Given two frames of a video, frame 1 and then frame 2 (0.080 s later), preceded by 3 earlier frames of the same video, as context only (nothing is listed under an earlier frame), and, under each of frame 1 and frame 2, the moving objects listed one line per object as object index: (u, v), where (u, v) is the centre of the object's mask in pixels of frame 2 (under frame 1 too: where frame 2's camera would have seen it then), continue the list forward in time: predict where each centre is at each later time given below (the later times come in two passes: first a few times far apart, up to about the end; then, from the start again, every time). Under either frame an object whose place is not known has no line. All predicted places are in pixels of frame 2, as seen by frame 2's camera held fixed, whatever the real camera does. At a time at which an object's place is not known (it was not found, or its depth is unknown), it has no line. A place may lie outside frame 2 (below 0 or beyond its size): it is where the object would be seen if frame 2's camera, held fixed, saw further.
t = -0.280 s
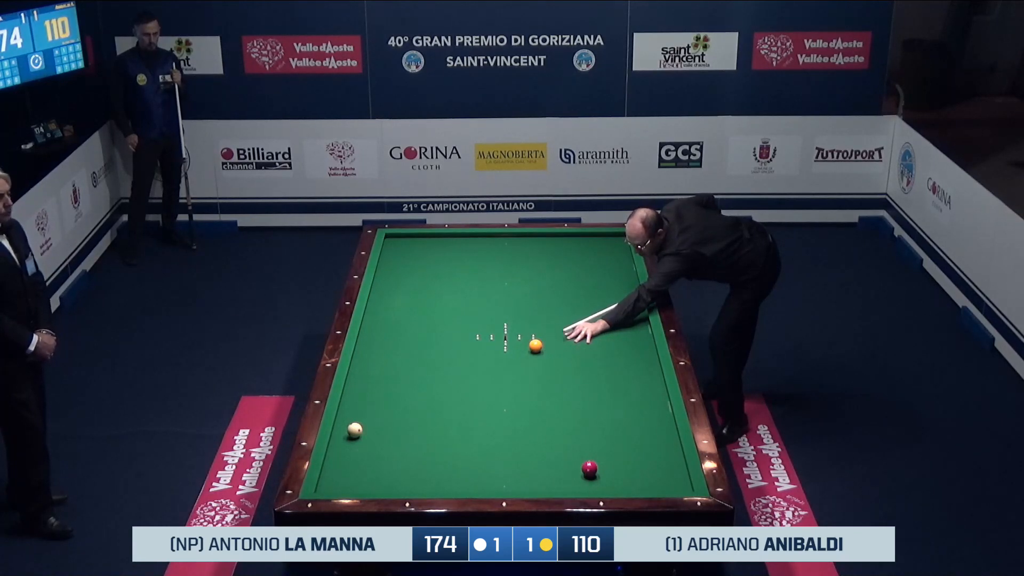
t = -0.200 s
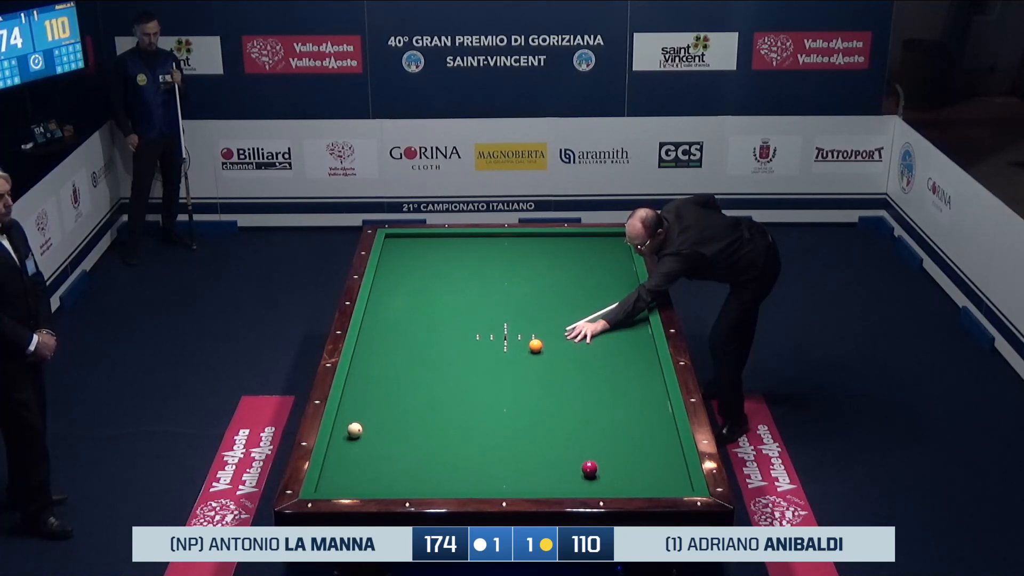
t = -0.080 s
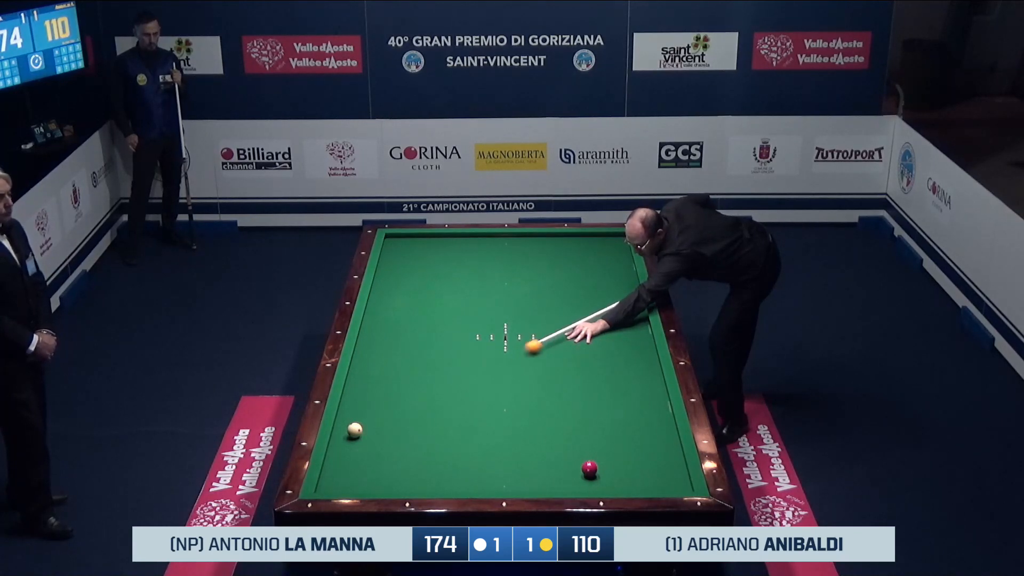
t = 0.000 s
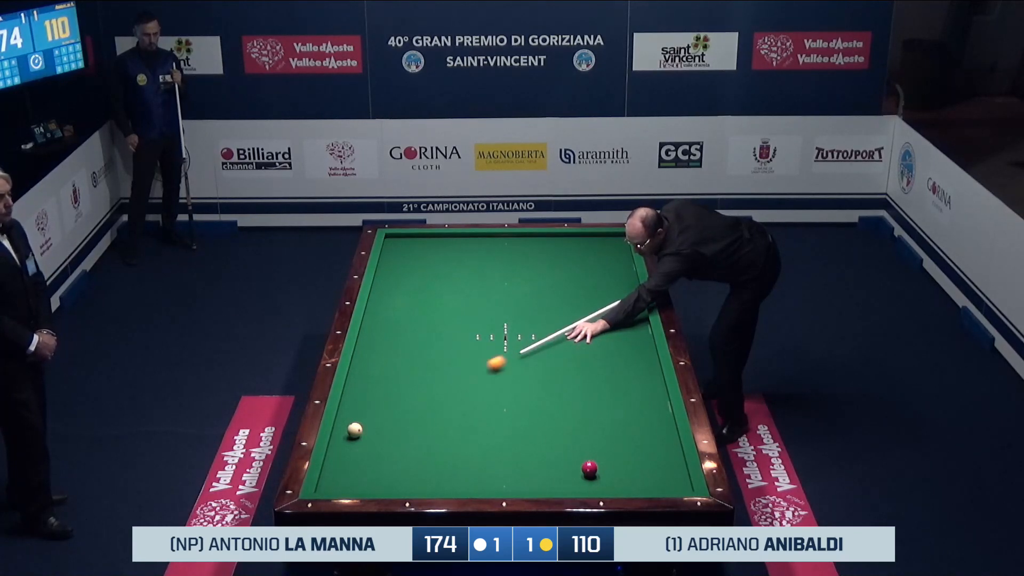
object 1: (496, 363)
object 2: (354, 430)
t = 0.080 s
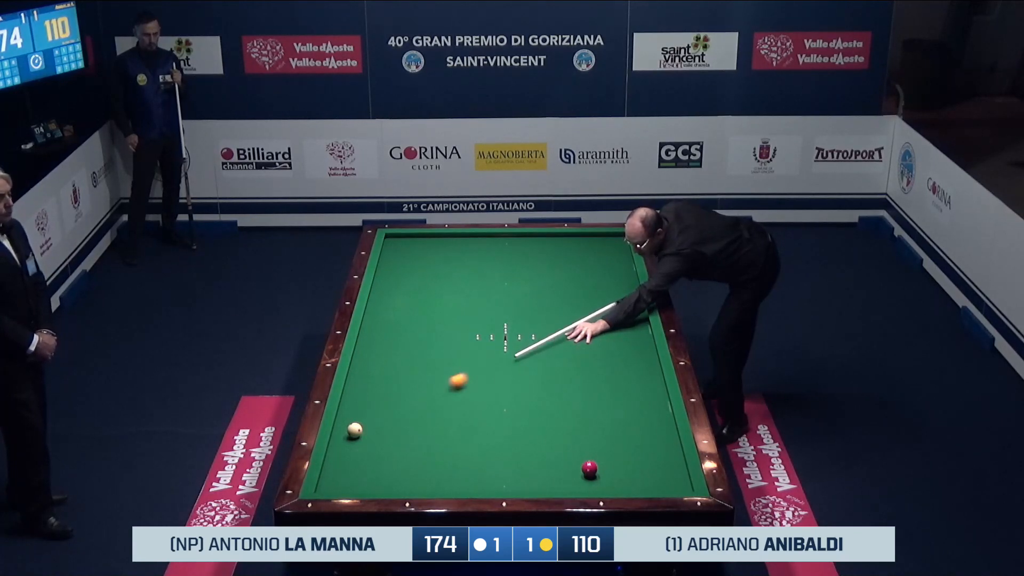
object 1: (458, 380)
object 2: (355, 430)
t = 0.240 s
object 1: (381, 416)
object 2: (354, 430)
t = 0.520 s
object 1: (345, 423)
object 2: (381, 476)
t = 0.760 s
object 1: (360, 427)
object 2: (436, 475)
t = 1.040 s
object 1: (371, 434)
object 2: (496, 453)
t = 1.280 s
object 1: (381, 439)
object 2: (544, 435)
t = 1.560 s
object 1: (391, 445)
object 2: (596, 415)
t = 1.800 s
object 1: (400, 451)
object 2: (637, 400)
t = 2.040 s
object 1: (409, 456)
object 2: (647, 384)
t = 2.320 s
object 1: (418, 462)
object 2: (615, 367)
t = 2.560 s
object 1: (427, 466)
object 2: (590, 354)
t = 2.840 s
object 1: (436, 472)
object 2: (562, 339)
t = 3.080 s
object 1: (443, 476)
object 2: (540, 327)
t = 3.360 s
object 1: (451, 480)
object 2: (515, 314)
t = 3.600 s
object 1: (458, 484)
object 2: (496, 303)
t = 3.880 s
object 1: (466, 486)
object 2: (474, 292)
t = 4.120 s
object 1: (471, 486)
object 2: (457, 282)
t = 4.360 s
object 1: (474, 485)
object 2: (441, 273)
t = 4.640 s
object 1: (479, 484)
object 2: (423, 263)
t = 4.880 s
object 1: (482, 484)
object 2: (408, 256)
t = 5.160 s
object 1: (485, 483)
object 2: (392, 247)
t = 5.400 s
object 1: (487, 482)
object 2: (393, 241)
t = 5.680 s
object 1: (488, 482)
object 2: (403, 236)
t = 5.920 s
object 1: (489, 482)
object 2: (406, 238)
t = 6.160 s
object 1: (489, 481)
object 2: (410, 241)
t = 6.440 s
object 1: (490, 481)
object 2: (414, 244)
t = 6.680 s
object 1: (490, 481)
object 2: (417, 246)
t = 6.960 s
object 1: (490, 481)
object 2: (420, 249)
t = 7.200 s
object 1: (490, 481)
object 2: (423, 251)
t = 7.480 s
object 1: (490, 481)
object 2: (426, 253)
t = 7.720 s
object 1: (490, 481)
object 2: (429, 255)
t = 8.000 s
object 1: (490, 481)
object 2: (431, 257)
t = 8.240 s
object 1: (490, 481)
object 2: (433, 258)
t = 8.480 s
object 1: (490, 481)
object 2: (435, 259)
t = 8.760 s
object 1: (490, 481)
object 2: (437, 261)
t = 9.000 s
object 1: (490, 481)
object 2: (438, 262)
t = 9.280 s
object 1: (490, 481)
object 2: (439, 263)
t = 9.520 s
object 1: (490, 481)
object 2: (440, 264)
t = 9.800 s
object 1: (490, 481)
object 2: (441, 264)
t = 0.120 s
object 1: (439, 389)
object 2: (355, 430)
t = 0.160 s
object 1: (420, 398)
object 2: (355, 430)
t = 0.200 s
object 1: (400, 407)
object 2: (354, 430)
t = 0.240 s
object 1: (381, 416)
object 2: (354, 430)
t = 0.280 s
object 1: (365, 423)
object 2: (352, 431)
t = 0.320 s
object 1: (360, 423)
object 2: (337, 441)
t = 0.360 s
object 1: (356, 422)
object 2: (343, 449)
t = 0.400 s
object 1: (351, 422)
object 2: (353, 456)
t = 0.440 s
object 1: (346, 422)
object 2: (363, 463)
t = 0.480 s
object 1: (341, 423)
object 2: (372, 470)
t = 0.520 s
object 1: (345, 423)
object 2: (381, 476)
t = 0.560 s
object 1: (349, 423)
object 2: (390, 482)
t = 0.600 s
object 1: (352, 424)
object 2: (398, 486)
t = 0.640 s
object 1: (355, 424)
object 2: (408, 485)
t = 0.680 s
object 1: (357, 425)
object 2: (417, 482)
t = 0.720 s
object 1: (358, 426)
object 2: (427, 479)
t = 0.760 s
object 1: (360, 427)
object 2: (436, 475)
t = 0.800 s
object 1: (362, 428)
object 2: (445, 472)
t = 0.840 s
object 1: (363, 429)
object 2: (454, 468)
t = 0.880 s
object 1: (365, 430)
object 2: (462, 465)
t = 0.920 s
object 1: (367, 431)
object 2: (471, 462)
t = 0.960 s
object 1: (368, 432)
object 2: (479, 459)
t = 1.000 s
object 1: (370, 433)
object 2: (488, 456)
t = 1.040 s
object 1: (371, 434)
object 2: (496, 453)
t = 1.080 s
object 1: (373, 435)
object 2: (504, 450)
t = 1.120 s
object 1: (374, 436)
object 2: (512, 447)
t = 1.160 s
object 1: (376, 436)
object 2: (520, 444)
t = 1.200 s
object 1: (377, 437)
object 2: (528, 441)
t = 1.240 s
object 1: (379, 438)
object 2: (536, 438)
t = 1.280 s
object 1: (381, 439)
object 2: (544, 435)
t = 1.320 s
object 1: (382, 440)
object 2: (551, 432)
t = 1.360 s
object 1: (384, 441)
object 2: (559, 429)
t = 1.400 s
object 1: (385, 442)
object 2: (566, 426)
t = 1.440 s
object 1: (387, 443)
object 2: (574, 423)
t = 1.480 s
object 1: (388, 444)
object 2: (581, 421)
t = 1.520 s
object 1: (390, 444)
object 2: (589, 418)
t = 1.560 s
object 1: (391, 445)
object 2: (596, 415)
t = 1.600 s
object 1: (393, 446)
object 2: (603, 412)
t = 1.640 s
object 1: (394, 447)
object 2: (610, 410)
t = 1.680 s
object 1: (396, 448)
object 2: (617, 407)
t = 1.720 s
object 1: (397, 449)
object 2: (624, 405)
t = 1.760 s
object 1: (399, 450)
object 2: (631, 402)
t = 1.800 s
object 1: (400, 451)
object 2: (637, 400)
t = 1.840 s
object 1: (402, 452)
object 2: (644, 397)
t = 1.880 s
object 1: (403, 452)
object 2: (651, 395)
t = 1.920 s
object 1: (404, 453)
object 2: (657, 392)
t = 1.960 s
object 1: (406, 454)
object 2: (659, 389)
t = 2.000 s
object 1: (407, 455)
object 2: (652, 387)
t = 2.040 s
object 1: (409, 456)
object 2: (647, 384)
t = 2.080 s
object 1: (410, 457)
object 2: (642, 382)
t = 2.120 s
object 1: (412, 458)
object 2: (637, 379)
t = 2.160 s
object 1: (413, 458)
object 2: (633, 377)
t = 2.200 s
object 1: (414, 459)
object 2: (628, 374)
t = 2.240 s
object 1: (416, 460)
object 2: (624, 372)
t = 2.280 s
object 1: (417, 461)
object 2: (619, 370)
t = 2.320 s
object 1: (418, 462)
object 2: (615, 367)
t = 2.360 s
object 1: (420, 462)
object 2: (611, 365)
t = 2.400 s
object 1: (421, 463)
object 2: (606, 363)
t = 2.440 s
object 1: (423, 464)
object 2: (602, 360)
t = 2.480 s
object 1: (424, 465)
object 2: (598, 358)
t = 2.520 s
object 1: (425, 465)
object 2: (594, 356)
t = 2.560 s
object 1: (427, 466)
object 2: (590, 354)
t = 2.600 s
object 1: (428, 467)
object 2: (585, 351)
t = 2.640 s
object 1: (429, 468)
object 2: (581, 349)
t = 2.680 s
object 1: (431, 469)
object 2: (577, 347)
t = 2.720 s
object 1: (432, 469)
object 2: (573, 345)
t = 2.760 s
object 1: (433, 470)
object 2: (570, 343)
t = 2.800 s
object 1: (434, 471)
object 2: (566, 341)
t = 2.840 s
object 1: (436, 472)
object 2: (562, 339)
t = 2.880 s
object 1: (437, 472)
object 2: (558, 337)
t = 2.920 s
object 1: (438, 473)
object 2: (554, 335)
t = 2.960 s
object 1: (439, 474)
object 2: (551, 333)
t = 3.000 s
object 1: (441, 474)
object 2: (547, 331)
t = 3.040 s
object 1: (442, 475)
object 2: (543, 329)
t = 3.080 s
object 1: (443, 476)
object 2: (540, 327)
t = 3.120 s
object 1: (444, 476)
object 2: (536, 325)
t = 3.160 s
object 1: (446, 477)
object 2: (533, 323)
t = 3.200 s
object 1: (447, 478)
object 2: (529, 321)
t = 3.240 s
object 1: (448, 478)
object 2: (526, 319)
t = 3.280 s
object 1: (449, 479)
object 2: (522, 317)
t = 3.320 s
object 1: (450, 480)
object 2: (519, 315)
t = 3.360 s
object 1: (451, 480)
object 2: (515, 314)
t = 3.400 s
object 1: (453, 481)
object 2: (512, 312)
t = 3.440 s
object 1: (454, 482)
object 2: (509, 310)
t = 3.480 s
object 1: (455, 482)
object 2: (505, 308)
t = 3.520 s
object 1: (456, 483)
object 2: (502, 307)
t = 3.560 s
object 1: (457, 483)
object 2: (499, 305)
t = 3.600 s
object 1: (458, 484)
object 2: (496, 303)
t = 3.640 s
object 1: (459, 484)
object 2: (493, 301)
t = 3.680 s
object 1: (460, 484)
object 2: (489, 300)
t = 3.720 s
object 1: (461, 485)
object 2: (486, 298)
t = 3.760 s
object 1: (462, 485)
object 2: (483, 296)
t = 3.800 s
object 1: (464, 486)
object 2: (480, 295)
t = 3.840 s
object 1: (465, 486)
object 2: (477, 293)
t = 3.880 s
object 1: (466, 486)
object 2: (474, 292)
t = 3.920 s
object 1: (467, 487)
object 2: (471, 290)
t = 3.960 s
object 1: (468, 487)
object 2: (468, 288)
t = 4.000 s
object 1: (469, 487)
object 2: (465, 287)
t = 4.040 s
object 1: (469, 487)
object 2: (463, 285)
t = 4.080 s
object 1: (470, 486)
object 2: (460, 284)
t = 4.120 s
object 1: (471, 486)
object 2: (457, 282)
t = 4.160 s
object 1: (471, 486)
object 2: (454, 281)
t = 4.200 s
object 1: (472, 486)
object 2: (451, 279)
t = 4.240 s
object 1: (473, 486)
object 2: (449, 278)
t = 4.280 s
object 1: (473, 486)
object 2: (446, 276)
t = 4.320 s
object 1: (474, 485)
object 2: (443, 275)
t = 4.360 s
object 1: (474, 485)
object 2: (441, 273)
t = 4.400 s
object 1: (475, 485)
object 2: (438, 272)
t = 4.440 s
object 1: (476, 485)
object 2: (435, 270)
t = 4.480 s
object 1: (476, 485)
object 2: (433, 269)
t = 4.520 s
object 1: (477, 485)
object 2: (430, 268)
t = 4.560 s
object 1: (478, 484)
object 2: (428, 266)
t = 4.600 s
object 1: (478, 484)
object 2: (425, 265)
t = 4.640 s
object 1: (479, 484)
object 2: (423, 263)
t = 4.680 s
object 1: (479, 484)
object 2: (420, 262)
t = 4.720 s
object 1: (480, 484)
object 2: (418, 261)
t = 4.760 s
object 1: (480, 484)
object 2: (415, 259)
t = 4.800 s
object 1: (481, 484)
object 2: (413, 258)
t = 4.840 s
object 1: (481, 484)
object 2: (411, 257)
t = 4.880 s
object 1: (482, 484)
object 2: (408, 256)
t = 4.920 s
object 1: (482, 483)
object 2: (406, 254)
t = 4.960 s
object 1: (482, 483)
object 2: (404, 253)
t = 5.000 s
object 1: (483, 483)
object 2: (401, 252)
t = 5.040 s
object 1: (483, 483)
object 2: (399, 251)
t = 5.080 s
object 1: (484, 483)
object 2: (397, 249)
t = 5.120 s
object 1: (484, 483)
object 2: (394, 248)
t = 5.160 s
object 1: (485, 483)
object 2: (392, 247)
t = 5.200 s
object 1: (485, 483)
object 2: (390, 246)
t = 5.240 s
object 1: (485, 483)
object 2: (388, 244)
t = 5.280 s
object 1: (486, 483)
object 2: (389, 243)
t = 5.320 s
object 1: (486, 483)
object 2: (390, 242)
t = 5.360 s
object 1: (486, 483)
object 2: (392, 242)
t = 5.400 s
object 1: (487, 482)
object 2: (393, 241)
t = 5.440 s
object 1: (487, 482)
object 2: (395, 240)
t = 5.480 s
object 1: (487, 482)
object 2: (396, 239)
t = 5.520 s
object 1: (487, 482)
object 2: (397, 238)
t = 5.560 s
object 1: (488, 482)
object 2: (399, 237)
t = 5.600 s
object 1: (488, 482)
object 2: (400, 237)
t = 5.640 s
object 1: (488, 482)
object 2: (402, 236)
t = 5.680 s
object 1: (488, 482)
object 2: (403, 236)
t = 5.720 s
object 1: (489, 482)
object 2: (403, 236)
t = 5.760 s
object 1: (489, 482)
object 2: (404, 236)
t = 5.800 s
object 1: (489, 482)
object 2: (404, 237)
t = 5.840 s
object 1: (489, 482)
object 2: (405, 237)
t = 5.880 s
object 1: (489, 482)
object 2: (406, 238)
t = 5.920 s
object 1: (489, 482)
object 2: (406, 238)
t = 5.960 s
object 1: (489, 481)
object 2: (407, 239)
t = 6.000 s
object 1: (489, 481)
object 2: (408, 239)
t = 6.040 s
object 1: (489, 481)
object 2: (408, 240)
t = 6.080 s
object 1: (489, 481)
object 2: (409, 240)
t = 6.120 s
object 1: (489, 481)
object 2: (409, 240)
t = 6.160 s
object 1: (489, 481)
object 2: (410, 241)
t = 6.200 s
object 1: (489, 481)
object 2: (411, 241)
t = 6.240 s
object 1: (489, 481)
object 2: (411, 242)
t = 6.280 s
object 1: (489, 481)
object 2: (412, 242)
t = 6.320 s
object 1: (489, 481)
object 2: (412, 242)
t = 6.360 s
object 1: (489, 481)
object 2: (413, 243)
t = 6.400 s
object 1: (490, 481)
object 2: (413, 243)
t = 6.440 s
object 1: (490, 481)
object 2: (414, 244)
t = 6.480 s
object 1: (490, 481)
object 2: (414, 244)
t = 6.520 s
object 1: (490, 481)
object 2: (415, 245)
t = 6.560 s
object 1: (490, 481)
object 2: (415, 245)
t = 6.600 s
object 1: (490, 481)
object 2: (416, 245)
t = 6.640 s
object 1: (490, 481)
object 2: (417, 246)
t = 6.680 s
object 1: (490, 481)
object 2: (417, 246)
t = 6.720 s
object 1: (490, 481)
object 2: (417, 246)
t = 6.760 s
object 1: (490, 481)
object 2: (418, 247)
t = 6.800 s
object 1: (490, 481)
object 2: (419, 247)
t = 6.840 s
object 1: (490, 481)
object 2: (419, 248)
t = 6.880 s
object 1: (490, 481)
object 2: (420, 248)
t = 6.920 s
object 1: (490, 481)
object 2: (420, 248)
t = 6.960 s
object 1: (490, 481)
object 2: (420, 249)
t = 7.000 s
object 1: (490, 481)
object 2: (421, 249)
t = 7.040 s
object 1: (490, 481)
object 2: (421, 249)
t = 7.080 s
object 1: (490, 481)
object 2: (422, 249)
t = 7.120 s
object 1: (490, 481)
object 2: (422, 250)
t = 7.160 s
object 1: (490, 481)
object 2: (423, 250)
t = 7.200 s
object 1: (490, 481)
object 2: (423, 251)
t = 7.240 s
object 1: (490, 481)
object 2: (424, 251)
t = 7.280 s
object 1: (490, 481)
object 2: (424, 251)
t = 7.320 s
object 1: (490, 481)
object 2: (425, 252)
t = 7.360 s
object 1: (490, 481)
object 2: (425, 252)
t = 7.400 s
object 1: (490, 481)
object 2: (426, 252)
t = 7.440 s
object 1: (490, 481)
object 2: (426, 253)
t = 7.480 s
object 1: (490, 481)
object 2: (426, 253)
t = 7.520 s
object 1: (490, 481)
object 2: (427, 253)
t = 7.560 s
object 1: (490, 481)
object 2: (427, 253)
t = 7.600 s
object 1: (490, 481)
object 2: (428, 254)
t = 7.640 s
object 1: (490, 481)
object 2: (428, 254)
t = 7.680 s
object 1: (490, 481)
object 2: (428, 254)
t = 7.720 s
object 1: (490, 481)
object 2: (429, 255)
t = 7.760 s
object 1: (490, 481)
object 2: (429, 255)
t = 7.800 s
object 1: (490, 481)
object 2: (430, 255)
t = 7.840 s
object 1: (490, 481)
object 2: (430, 256)
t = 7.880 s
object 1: (490, 481)
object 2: (430, 256)
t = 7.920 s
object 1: (490, 481)
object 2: (430, 256)
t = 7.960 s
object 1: (490, 481)
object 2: (431, 256)
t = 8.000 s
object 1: (490, 481)
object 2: (431, 257)
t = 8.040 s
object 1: (490, 481)
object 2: (432, 257)
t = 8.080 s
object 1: (490, 481)
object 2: (432, 257)
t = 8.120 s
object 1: (490, 481)
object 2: (432, 257)
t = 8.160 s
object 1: (490, 481)
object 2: (433, 258)
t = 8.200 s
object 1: (490, 481)
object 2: (433, 258)
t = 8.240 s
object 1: (490, 481)
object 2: (433, 258)
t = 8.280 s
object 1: (490, 481)
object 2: (434, 258)
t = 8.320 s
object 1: (490, 481)
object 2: (434, 259)
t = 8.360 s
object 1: (490, 481)
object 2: (434, 259)
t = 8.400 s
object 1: (490, 481)
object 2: (434, 259)
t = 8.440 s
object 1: (490, 481)
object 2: (435, 259)
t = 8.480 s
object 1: (490, 481)
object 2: (435, 259)
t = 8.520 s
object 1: (490, 481)
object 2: (435, 260)
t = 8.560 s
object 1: (490, 481)
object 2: (436, 260)
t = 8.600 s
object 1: (490, 481)
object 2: (436, 260)
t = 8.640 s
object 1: (490, 481)
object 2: (436, 260)
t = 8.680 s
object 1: (490, 481)
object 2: (436, 260)
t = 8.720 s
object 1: (490, 481)
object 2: (436, 260)
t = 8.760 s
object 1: (490, 481)
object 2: (437, 261)
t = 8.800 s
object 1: (490, 481)
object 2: (437, 261)
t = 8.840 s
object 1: (490, 481)
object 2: (437, 261)
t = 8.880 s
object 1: (490, 481)
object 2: (437, 261)
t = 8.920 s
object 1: (490, 481)
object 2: (437, 262)
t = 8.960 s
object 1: (490, 481)
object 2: (438, 262)
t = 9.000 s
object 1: (490, 481)
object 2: (438, 262)
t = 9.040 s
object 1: (490, 481)
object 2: (438, 262)
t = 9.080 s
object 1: (490, 481)
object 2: (438, 262)
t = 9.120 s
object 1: (490, 481)
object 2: (438, 262)
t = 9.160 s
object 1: (490, 481)
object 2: (438, 263)
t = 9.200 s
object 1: (490, 481)
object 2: (439, 263)
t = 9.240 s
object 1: (490, 481)
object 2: (439, 263)
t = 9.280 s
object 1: (490, 481)
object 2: (439, 263)
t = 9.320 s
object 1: (490, 481)
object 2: (439, 263)
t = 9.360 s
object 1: (490, 481)
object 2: (439, 263)
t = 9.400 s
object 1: (490, 481)
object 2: (439, 263)
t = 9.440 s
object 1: (490, 481)
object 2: (439, 264)
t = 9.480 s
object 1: (490, 481)
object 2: (440, 264)
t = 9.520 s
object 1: (490, 481)
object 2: (440, 264)
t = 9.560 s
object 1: (490, 481)
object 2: (440, 264)
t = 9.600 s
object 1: (490, 481)
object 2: (440, 264)
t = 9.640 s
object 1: (490, 481)
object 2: (440, 264)
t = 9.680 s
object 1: (490, 481)
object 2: (440, 264)
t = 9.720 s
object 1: (490, 481)
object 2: (440, 264)
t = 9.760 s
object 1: (490, 481)
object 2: (441, 264)
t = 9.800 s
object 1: (490, 481)
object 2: (441, 264)
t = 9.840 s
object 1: (490, 481)
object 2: (441, 264)
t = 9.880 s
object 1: (490, 481)
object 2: (441, 265)
